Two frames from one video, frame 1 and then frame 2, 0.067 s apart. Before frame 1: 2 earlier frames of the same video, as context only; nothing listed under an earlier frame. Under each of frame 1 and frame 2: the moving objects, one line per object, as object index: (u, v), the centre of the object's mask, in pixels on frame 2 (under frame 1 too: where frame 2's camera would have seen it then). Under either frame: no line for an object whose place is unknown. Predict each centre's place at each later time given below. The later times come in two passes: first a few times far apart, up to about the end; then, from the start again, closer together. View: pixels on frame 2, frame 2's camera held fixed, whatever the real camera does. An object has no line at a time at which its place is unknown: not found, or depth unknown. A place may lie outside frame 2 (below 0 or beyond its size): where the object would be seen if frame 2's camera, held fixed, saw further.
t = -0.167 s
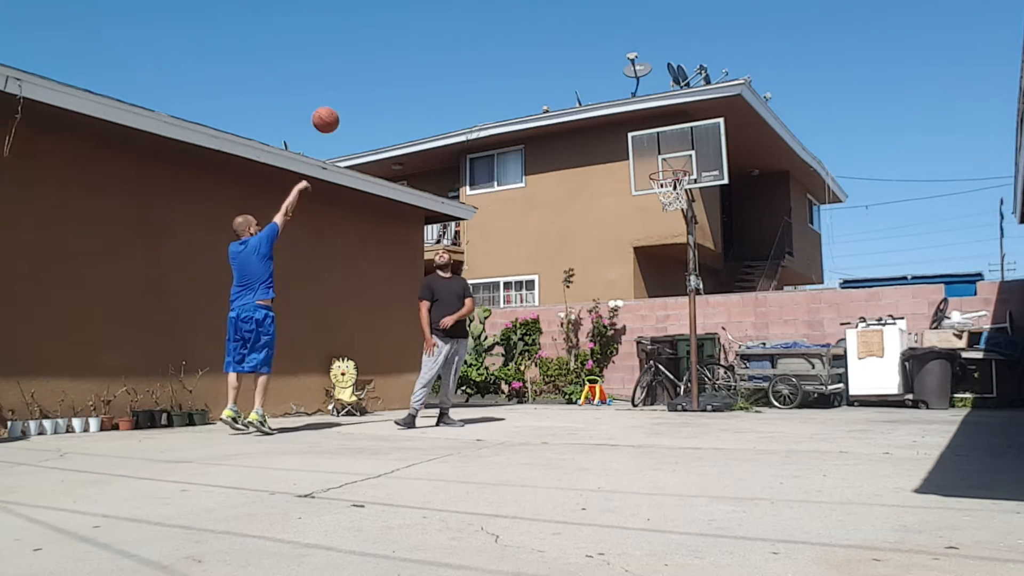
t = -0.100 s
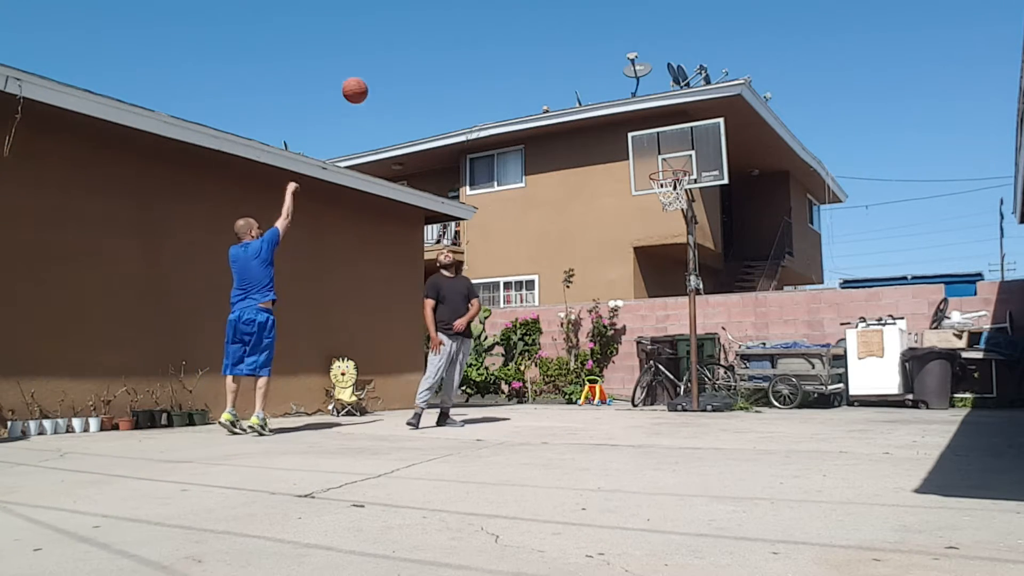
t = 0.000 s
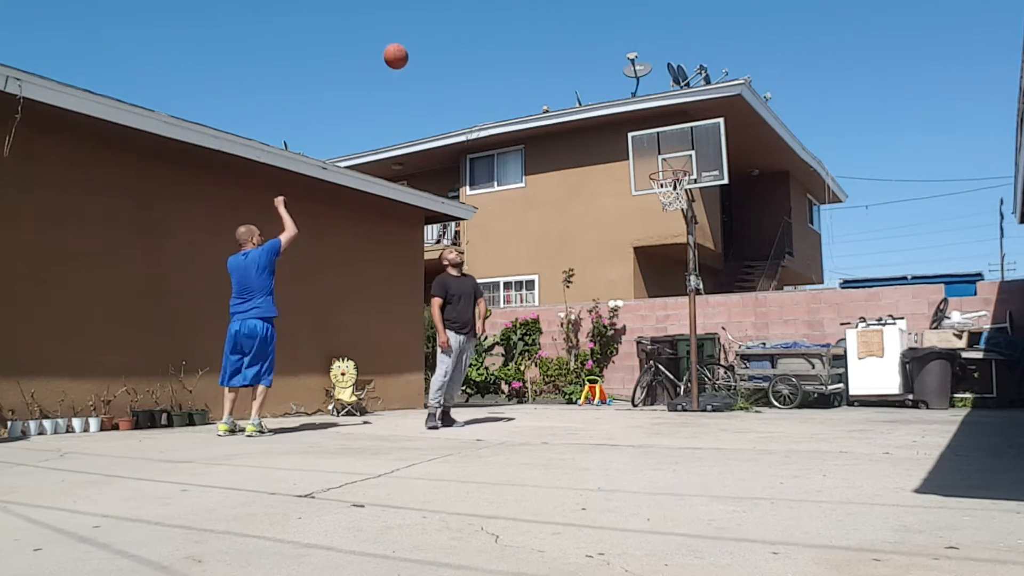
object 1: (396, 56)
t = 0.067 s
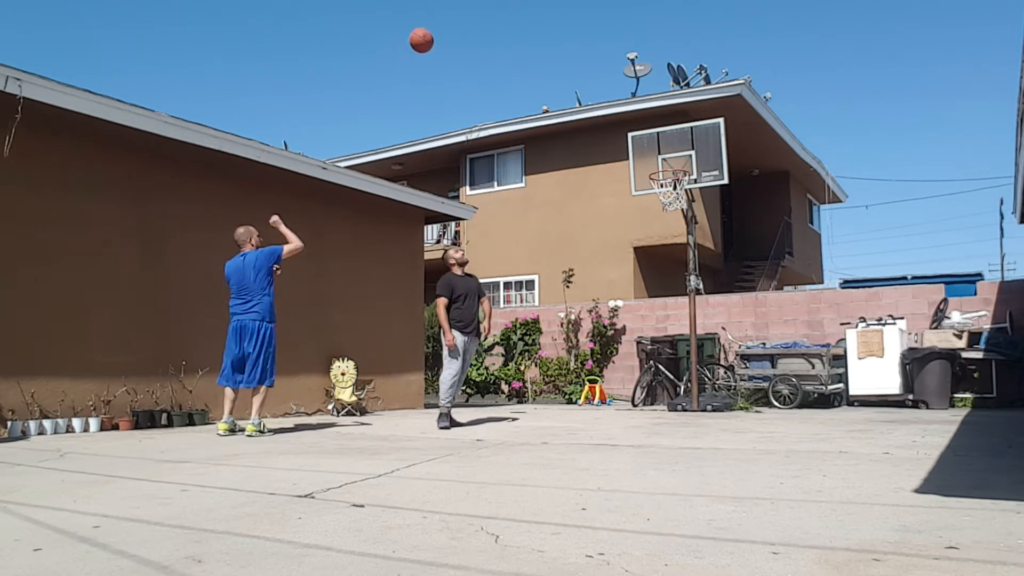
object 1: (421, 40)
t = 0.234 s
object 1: (480, 20)
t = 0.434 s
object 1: (543, 29)
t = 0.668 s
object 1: (609, 78)
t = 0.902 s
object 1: (668, 162)
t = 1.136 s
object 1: (668, 249)
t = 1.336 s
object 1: (661, 347)
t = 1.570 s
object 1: (641, 344)
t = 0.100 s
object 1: (434, 34)
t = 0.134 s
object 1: (446, 29)
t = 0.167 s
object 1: (458, 25)
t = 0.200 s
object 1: (469, 22)
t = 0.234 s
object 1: (480, 20)
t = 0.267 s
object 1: (491, 20)
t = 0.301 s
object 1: (502, 20)
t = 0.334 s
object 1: (513, 21)
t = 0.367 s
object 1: (523, 23)
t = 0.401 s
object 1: (533, 25)
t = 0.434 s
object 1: (543, 29)
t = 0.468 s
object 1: (553, 33)
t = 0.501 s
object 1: (563, 39)
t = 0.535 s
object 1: (572, 45)
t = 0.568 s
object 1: (582, 52)
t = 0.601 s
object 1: (591, 60)
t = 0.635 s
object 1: (600, 69)
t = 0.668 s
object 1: (609, 78)
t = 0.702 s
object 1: (618, 88)
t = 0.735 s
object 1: (626, 99)
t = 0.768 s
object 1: (635, 111)
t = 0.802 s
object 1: (644, 122)
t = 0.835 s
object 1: (652, 135)
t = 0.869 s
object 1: (660, 149)
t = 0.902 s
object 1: (668, 162)
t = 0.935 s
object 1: (675, 178)
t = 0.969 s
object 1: (673, 187)
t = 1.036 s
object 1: (673, 214)
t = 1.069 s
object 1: (671, 223)
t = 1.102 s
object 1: (669, 235)
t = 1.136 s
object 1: (668, 249)
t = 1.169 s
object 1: (667, 262)
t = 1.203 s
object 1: (666, 277)
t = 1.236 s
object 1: (664, 293)
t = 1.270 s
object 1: (663, 311)
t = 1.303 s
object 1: (662, 328)
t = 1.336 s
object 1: (661, 347)
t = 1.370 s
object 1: (659, 367)
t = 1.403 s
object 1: (659, 388)
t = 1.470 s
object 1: (653, 391)
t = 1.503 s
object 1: (649, 375)
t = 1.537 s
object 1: (645, 359)
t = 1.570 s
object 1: (641, 344)
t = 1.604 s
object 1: (637, 331)
